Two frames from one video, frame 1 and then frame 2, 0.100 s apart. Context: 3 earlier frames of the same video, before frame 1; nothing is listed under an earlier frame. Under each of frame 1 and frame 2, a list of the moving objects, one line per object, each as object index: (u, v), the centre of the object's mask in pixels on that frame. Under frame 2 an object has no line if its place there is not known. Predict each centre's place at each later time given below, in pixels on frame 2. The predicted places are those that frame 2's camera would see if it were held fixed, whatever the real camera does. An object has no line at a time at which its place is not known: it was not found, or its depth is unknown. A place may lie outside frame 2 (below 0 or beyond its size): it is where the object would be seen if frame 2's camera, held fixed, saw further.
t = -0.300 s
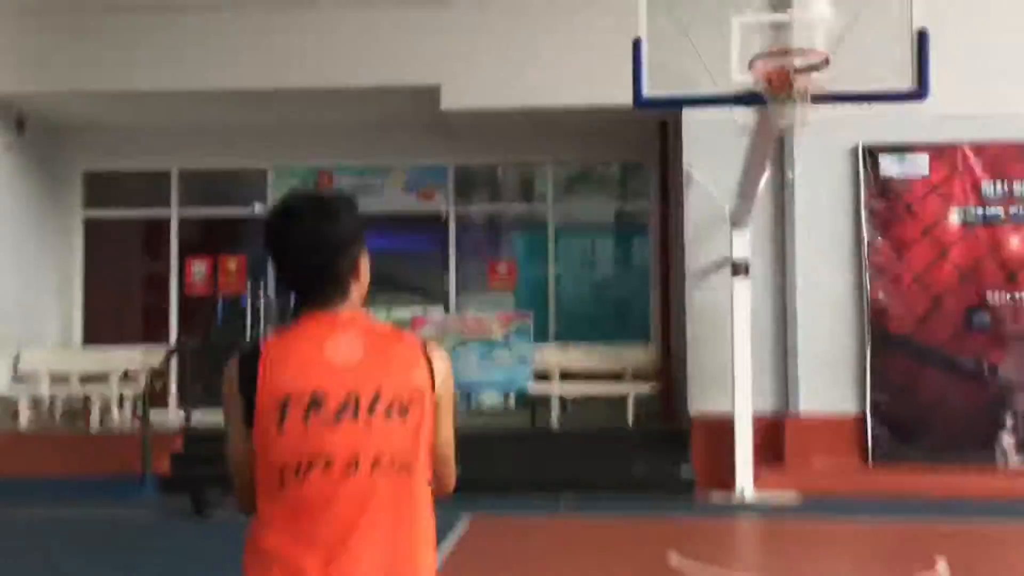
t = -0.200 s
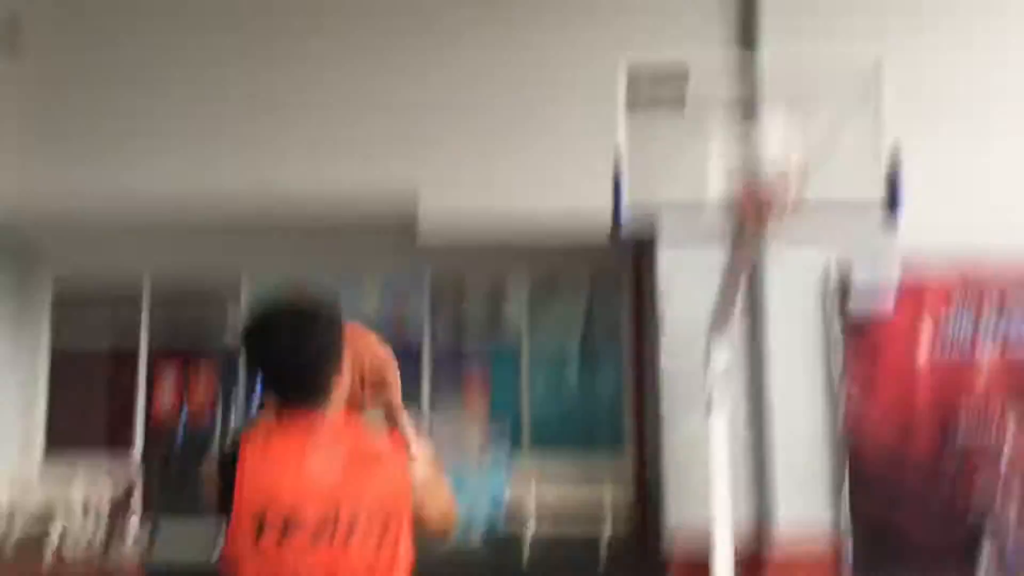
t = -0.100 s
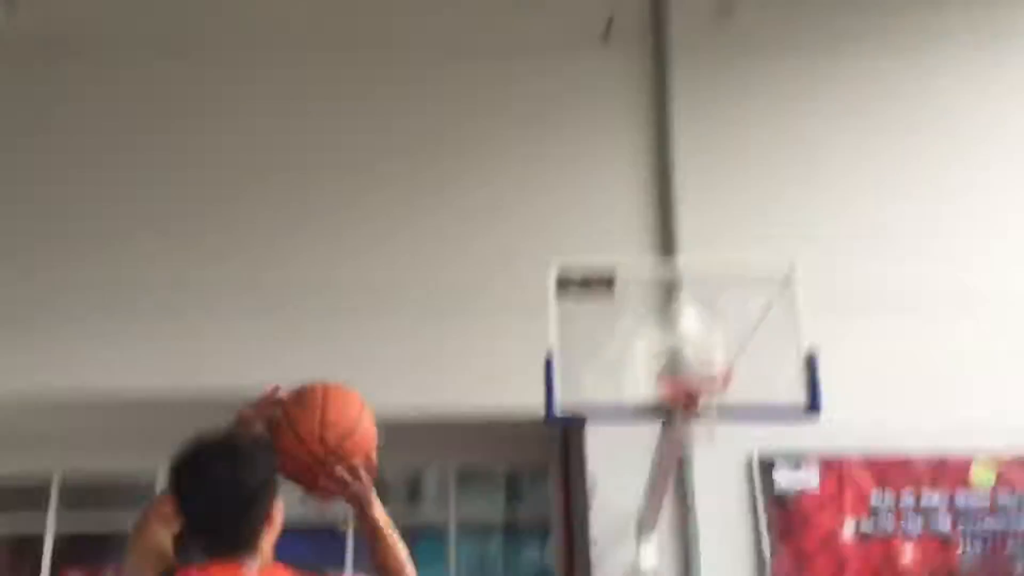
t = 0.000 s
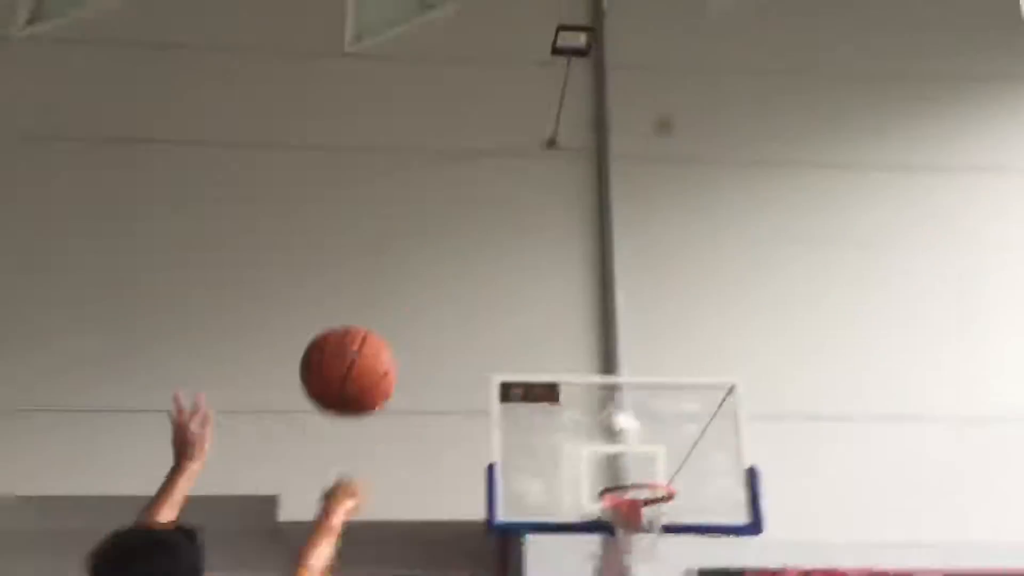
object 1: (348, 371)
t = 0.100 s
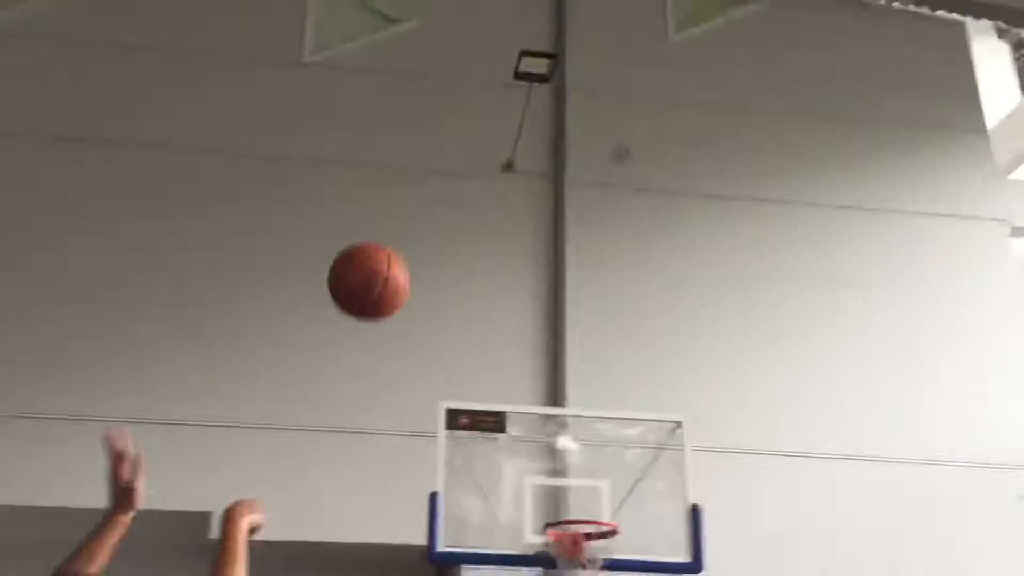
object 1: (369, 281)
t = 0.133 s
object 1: (387, 257)
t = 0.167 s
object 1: (402, 237)
